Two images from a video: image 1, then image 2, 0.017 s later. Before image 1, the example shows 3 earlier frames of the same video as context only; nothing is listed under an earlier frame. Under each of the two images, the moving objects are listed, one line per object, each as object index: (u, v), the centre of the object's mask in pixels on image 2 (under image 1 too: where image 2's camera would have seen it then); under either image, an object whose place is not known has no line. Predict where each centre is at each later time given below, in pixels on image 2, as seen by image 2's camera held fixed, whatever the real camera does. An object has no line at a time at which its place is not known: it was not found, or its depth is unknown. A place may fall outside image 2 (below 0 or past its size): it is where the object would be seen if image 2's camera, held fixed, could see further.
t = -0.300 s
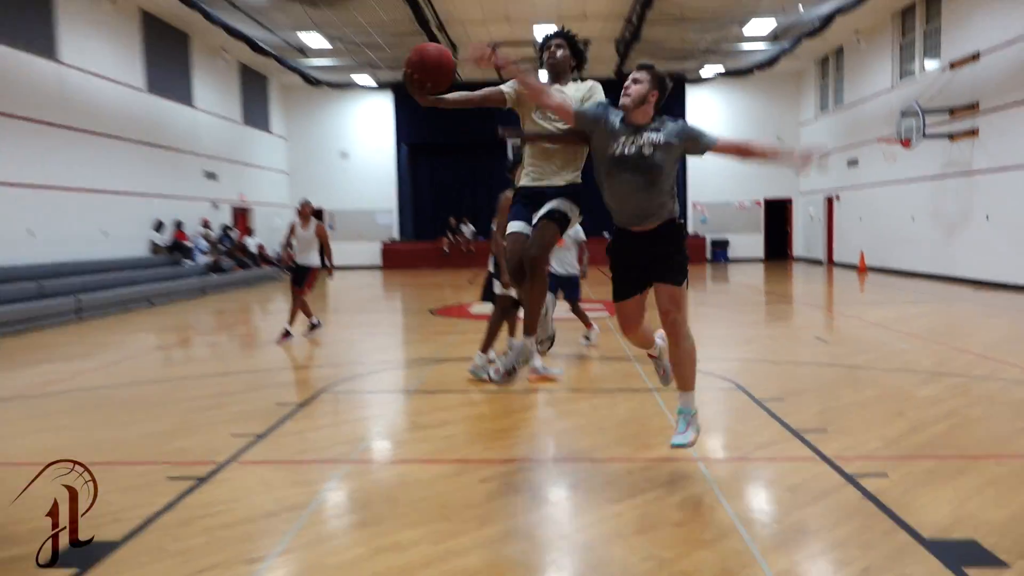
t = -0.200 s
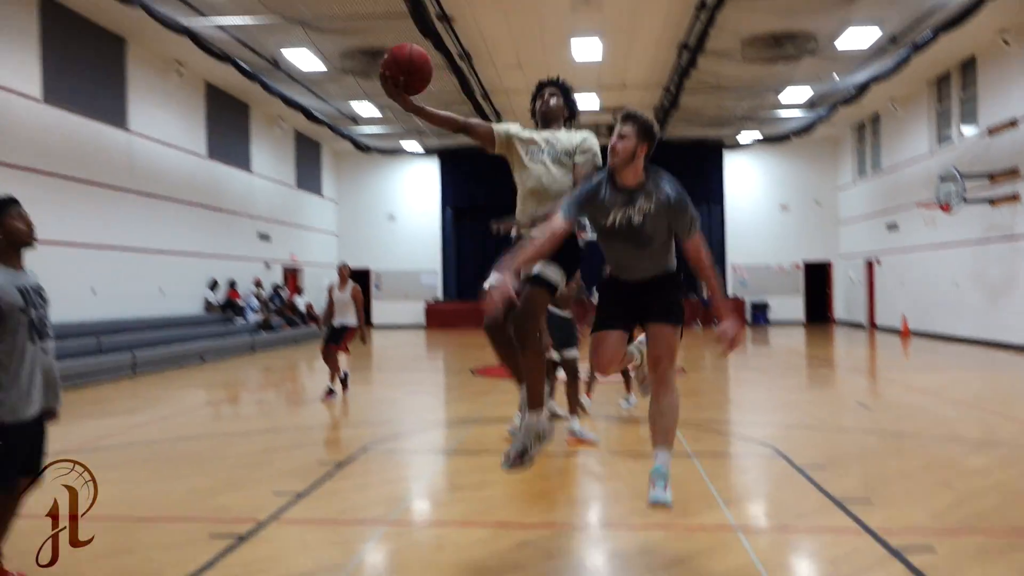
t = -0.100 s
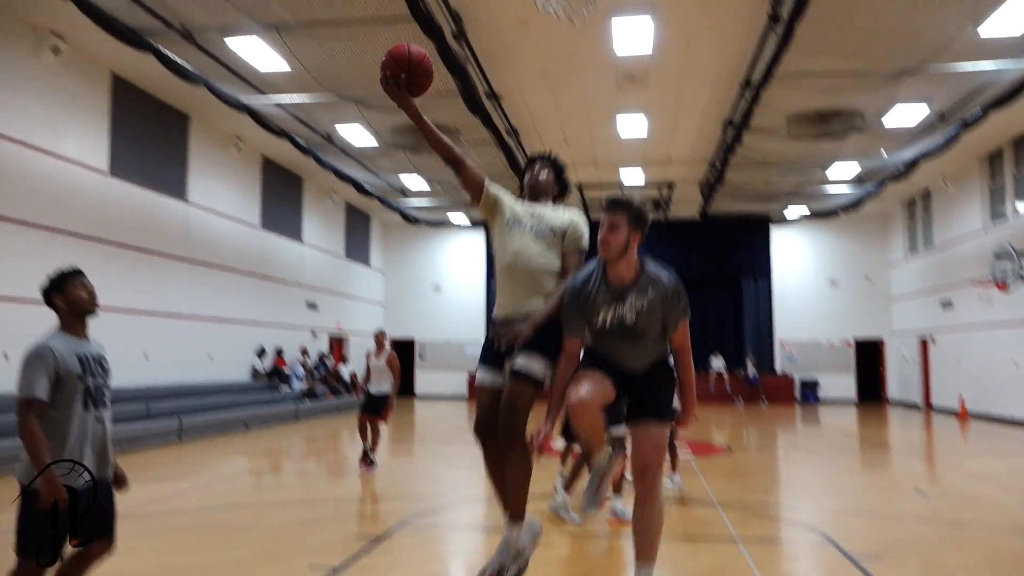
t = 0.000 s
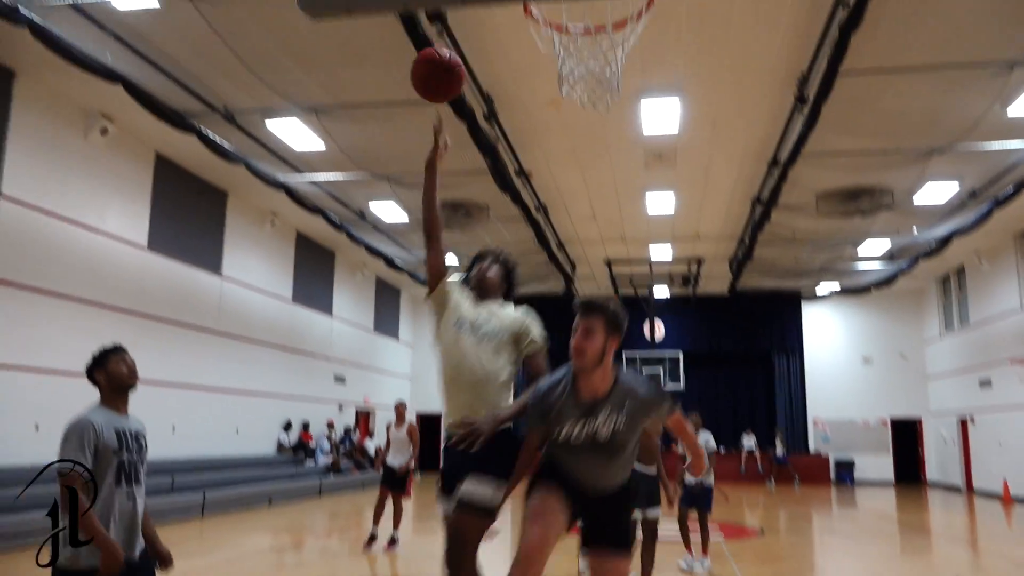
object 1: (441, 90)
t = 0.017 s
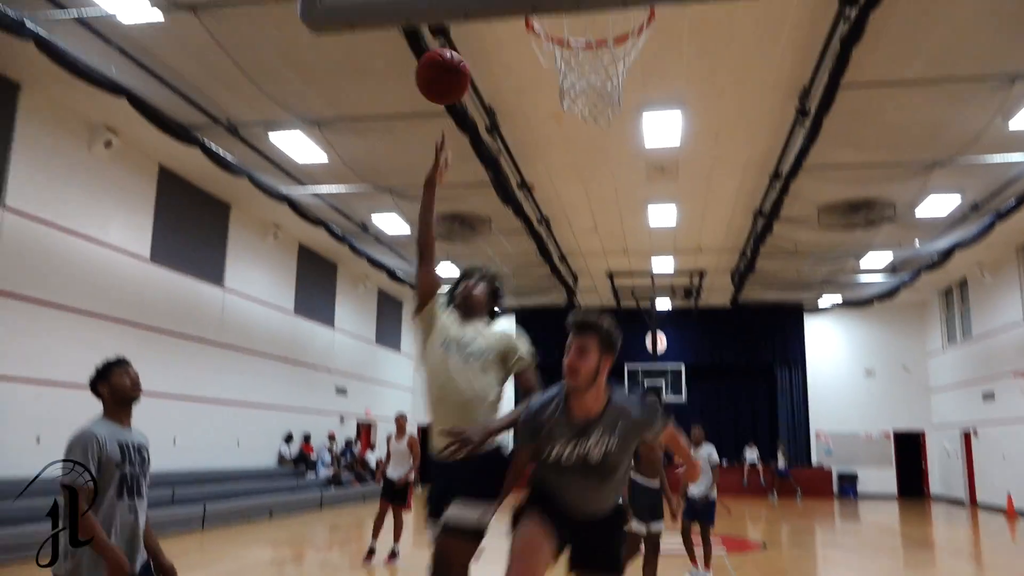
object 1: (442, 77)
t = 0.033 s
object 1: (443, 64)
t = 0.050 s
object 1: (445, 52)
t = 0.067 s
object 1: (448, 44)
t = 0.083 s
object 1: (450, 38)
